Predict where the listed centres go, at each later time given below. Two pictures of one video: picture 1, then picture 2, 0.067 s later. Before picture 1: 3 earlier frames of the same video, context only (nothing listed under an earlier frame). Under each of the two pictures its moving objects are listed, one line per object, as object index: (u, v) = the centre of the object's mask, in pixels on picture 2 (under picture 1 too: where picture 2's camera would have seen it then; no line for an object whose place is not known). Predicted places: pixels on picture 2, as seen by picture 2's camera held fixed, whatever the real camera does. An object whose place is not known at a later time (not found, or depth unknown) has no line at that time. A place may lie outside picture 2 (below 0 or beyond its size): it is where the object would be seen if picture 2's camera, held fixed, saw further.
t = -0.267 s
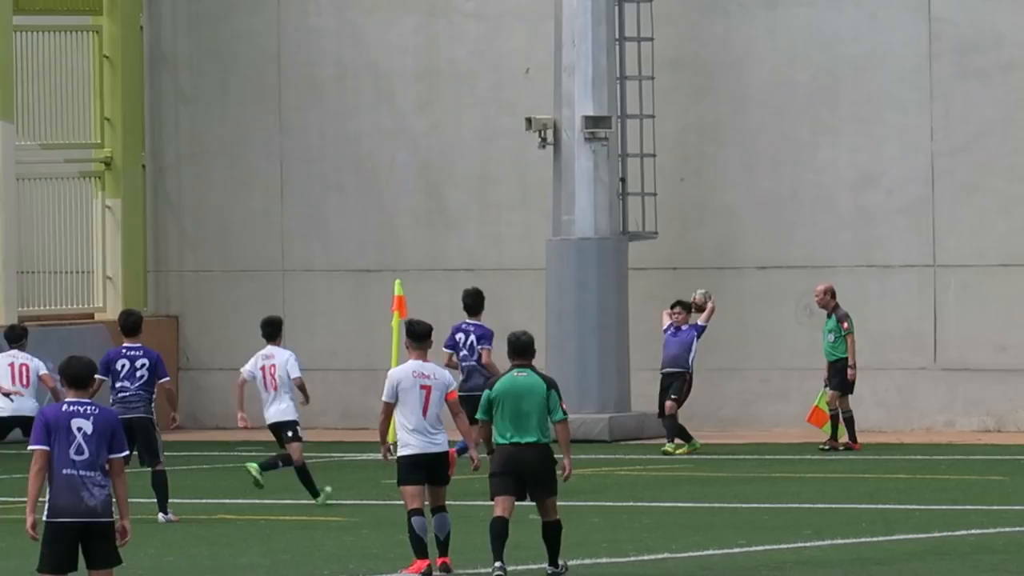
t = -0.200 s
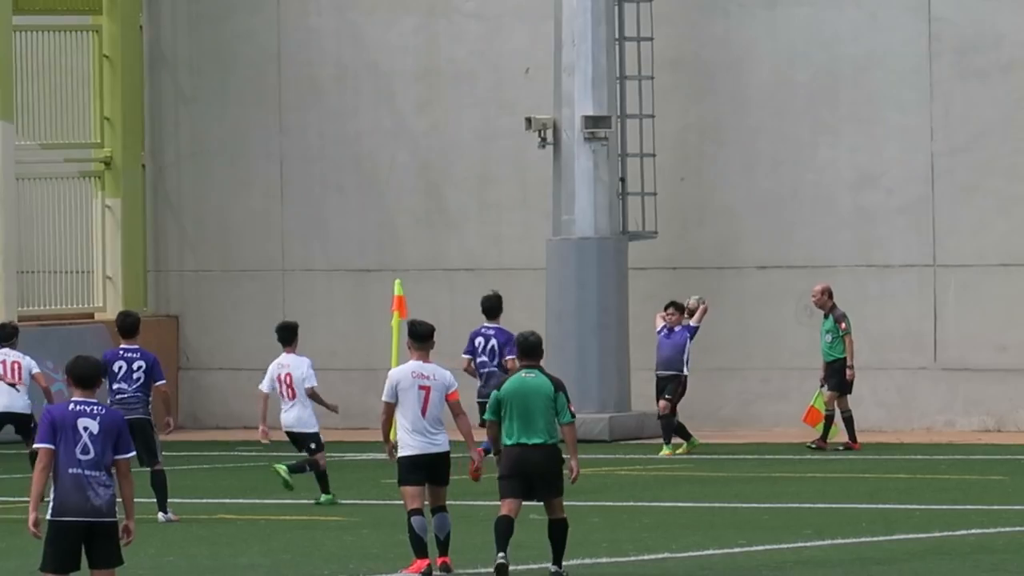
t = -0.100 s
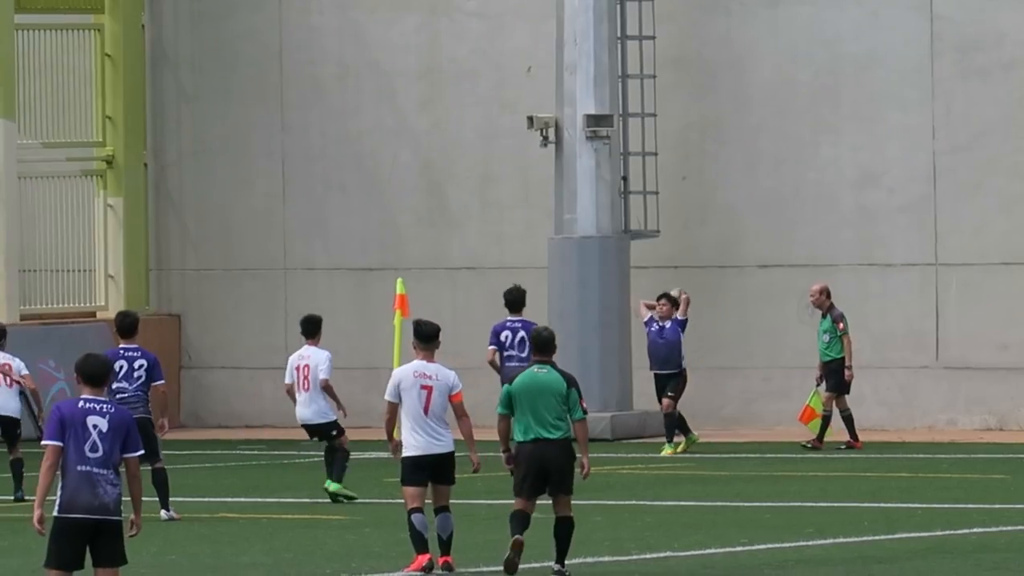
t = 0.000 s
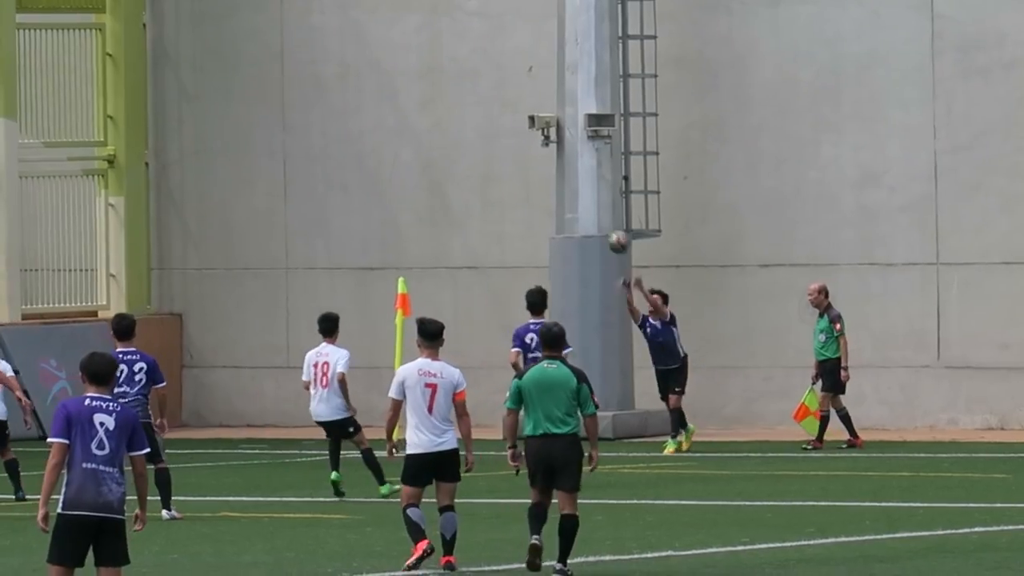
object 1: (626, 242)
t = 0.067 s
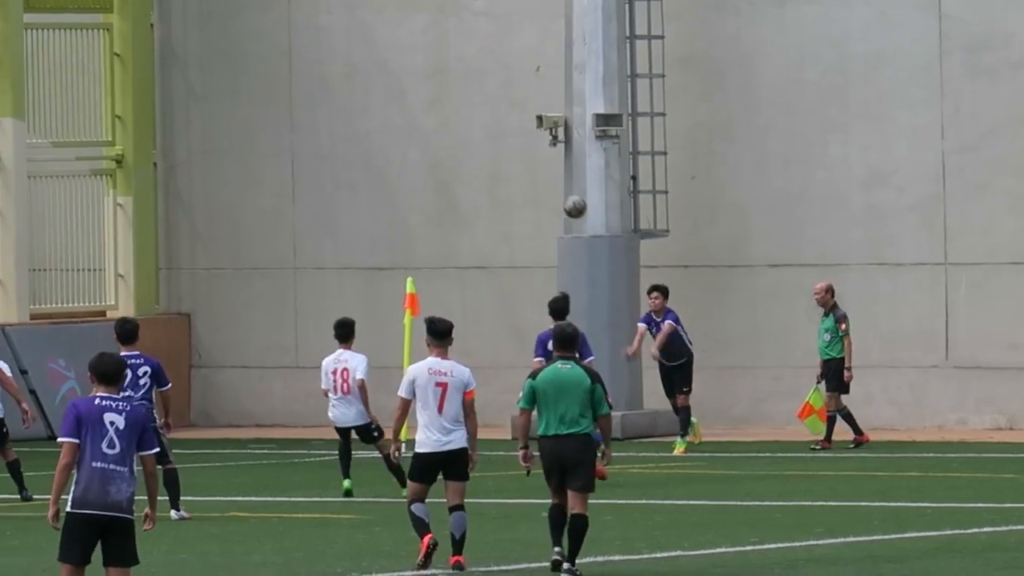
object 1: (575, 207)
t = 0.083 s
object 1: (562, 199)
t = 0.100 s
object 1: (550, 192)
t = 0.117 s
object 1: (537, 184)
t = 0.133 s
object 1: (525, 176)
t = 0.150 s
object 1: (512, 169)
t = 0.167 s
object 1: (500, 162)
